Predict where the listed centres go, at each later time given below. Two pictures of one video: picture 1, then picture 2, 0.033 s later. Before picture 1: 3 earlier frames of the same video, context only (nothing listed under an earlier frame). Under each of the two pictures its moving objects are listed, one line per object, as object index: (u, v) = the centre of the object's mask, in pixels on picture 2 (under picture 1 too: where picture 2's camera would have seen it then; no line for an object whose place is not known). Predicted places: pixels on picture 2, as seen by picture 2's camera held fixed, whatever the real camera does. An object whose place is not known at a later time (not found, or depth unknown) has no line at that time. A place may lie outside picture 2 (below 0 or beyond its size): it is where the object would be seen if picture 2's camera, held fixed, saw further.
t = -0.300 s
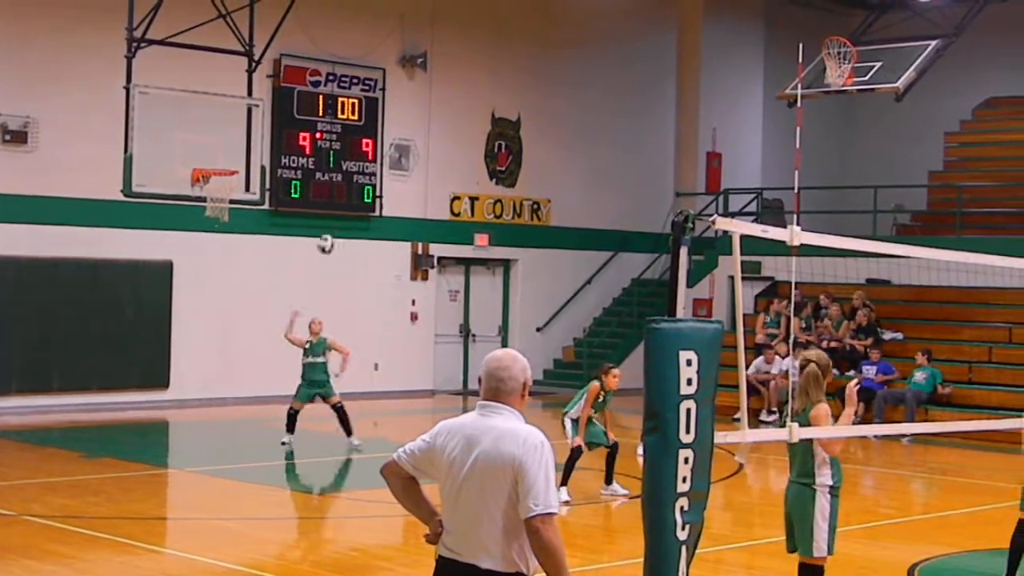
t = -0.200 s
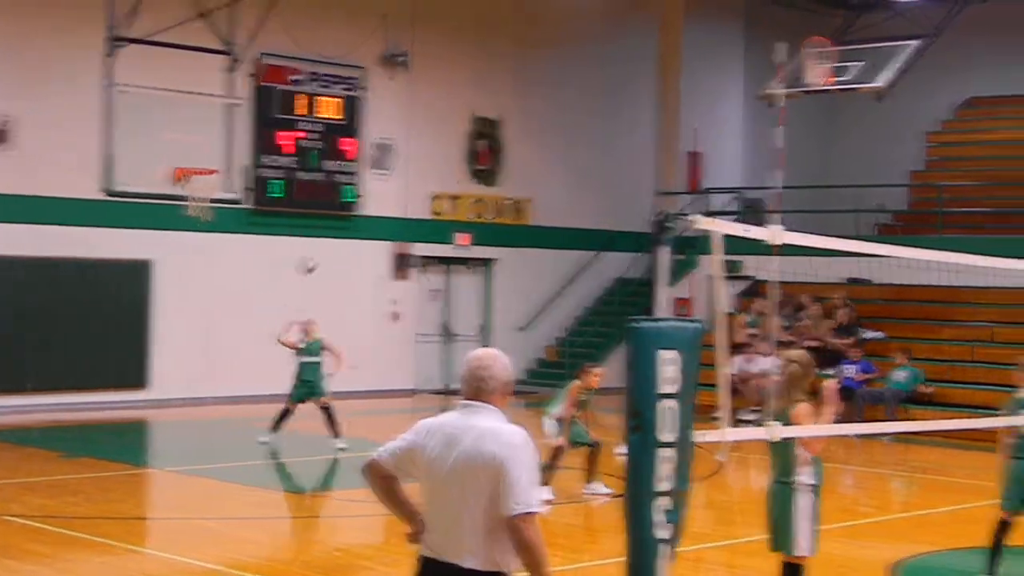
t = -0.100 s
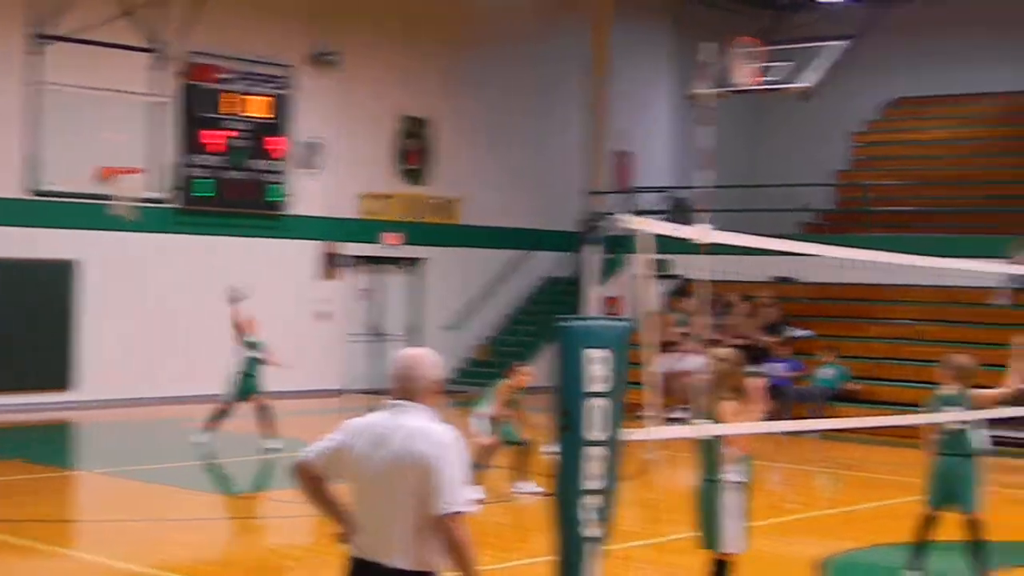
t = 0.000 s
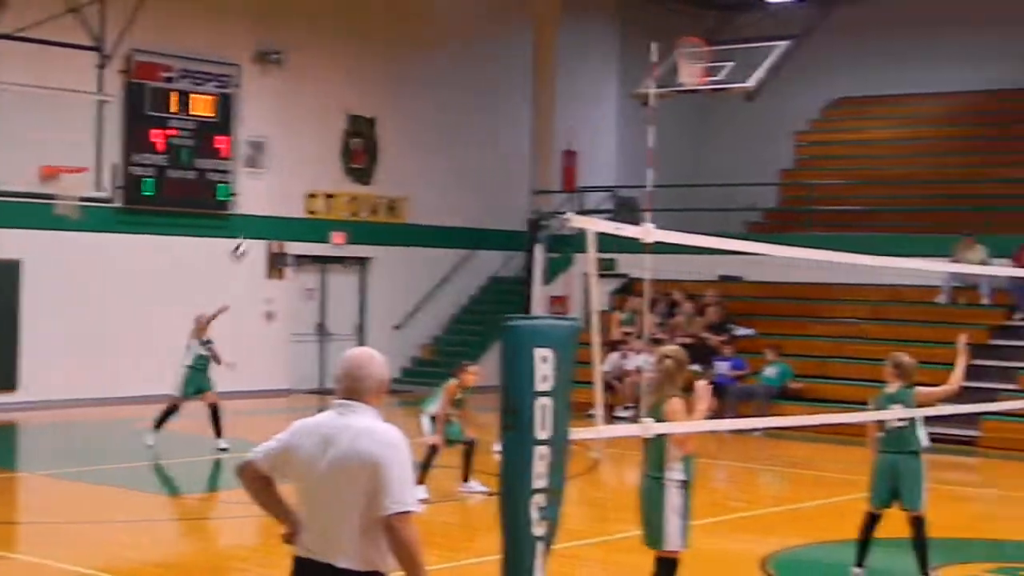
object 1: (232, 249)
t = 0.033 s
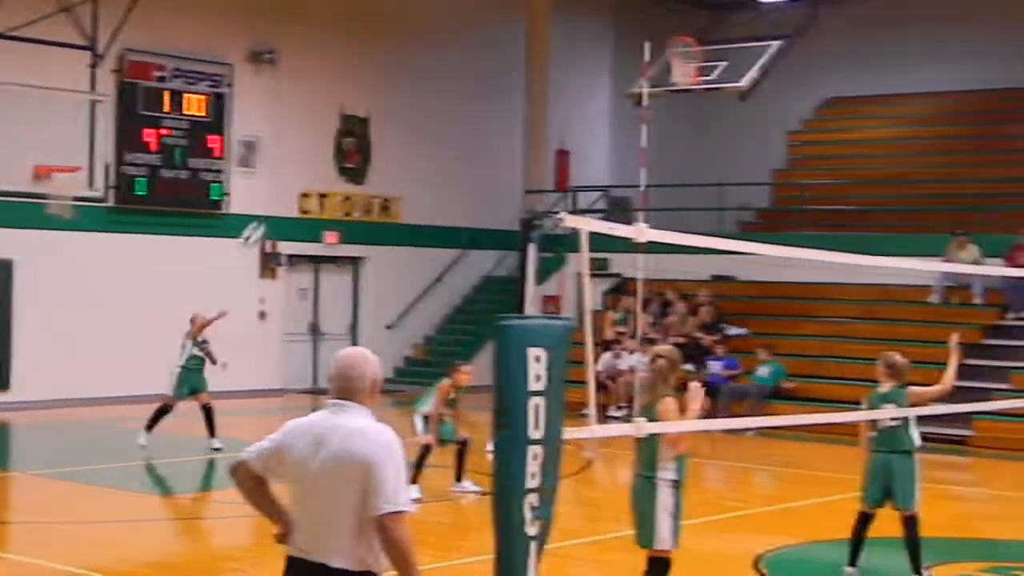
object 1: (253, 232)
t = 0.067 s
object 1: (272, 222)
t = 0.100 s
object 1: (292, 208)
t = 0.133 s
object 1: (310, 196)
